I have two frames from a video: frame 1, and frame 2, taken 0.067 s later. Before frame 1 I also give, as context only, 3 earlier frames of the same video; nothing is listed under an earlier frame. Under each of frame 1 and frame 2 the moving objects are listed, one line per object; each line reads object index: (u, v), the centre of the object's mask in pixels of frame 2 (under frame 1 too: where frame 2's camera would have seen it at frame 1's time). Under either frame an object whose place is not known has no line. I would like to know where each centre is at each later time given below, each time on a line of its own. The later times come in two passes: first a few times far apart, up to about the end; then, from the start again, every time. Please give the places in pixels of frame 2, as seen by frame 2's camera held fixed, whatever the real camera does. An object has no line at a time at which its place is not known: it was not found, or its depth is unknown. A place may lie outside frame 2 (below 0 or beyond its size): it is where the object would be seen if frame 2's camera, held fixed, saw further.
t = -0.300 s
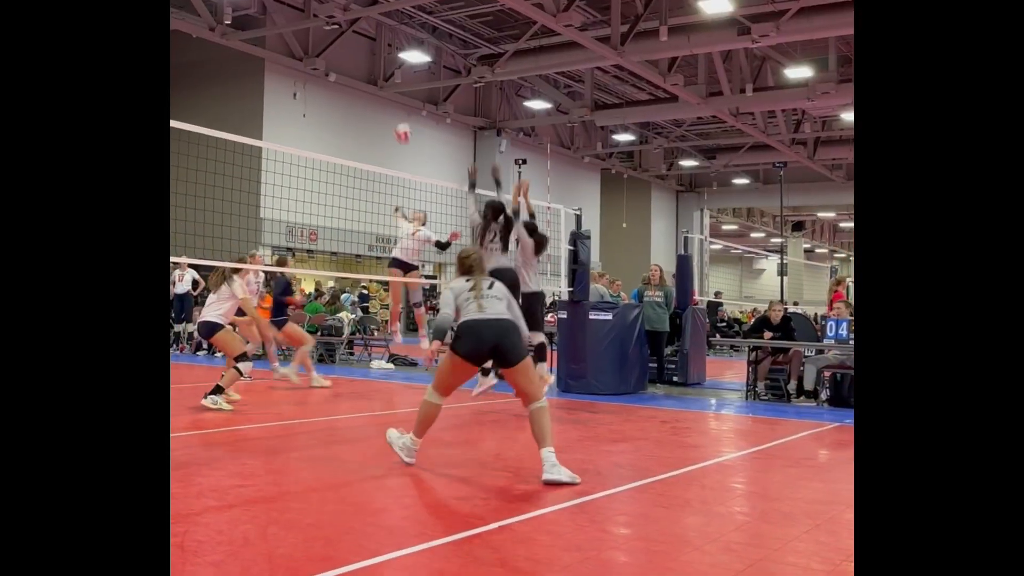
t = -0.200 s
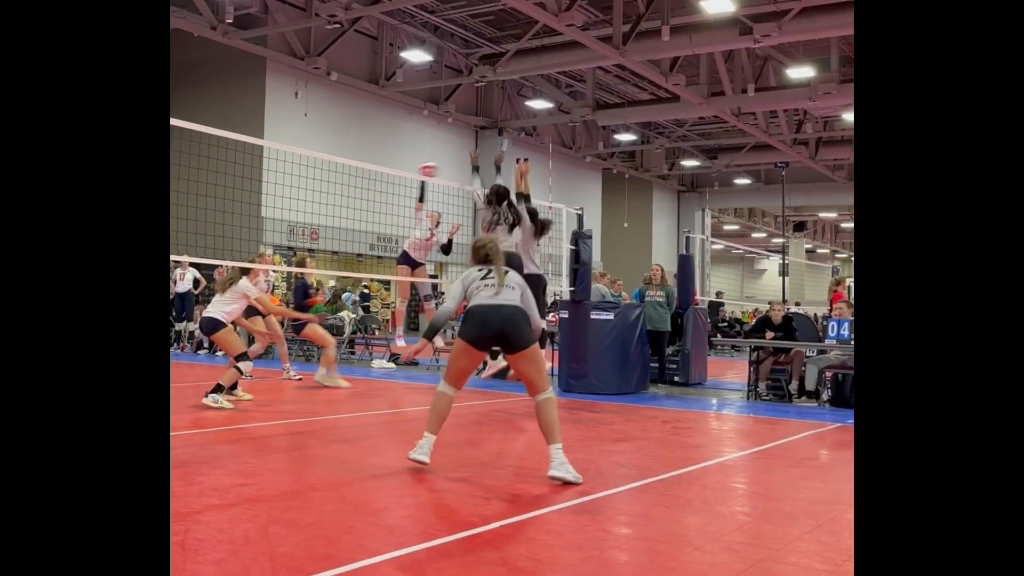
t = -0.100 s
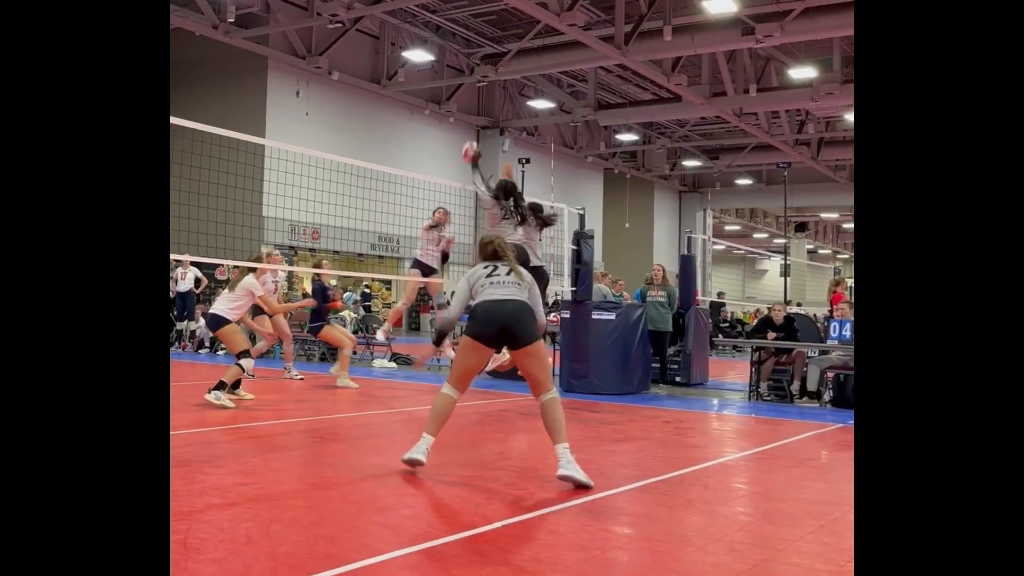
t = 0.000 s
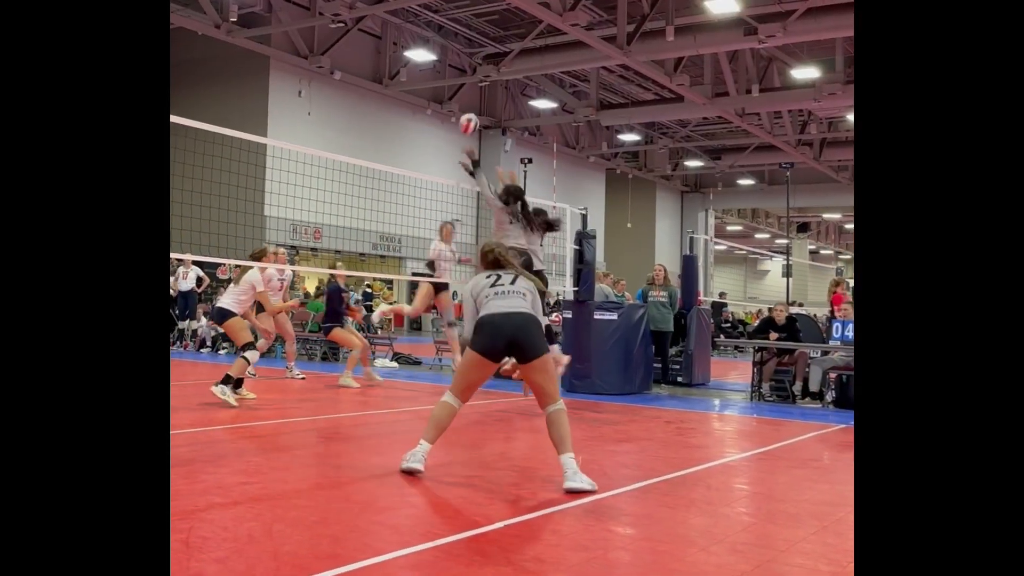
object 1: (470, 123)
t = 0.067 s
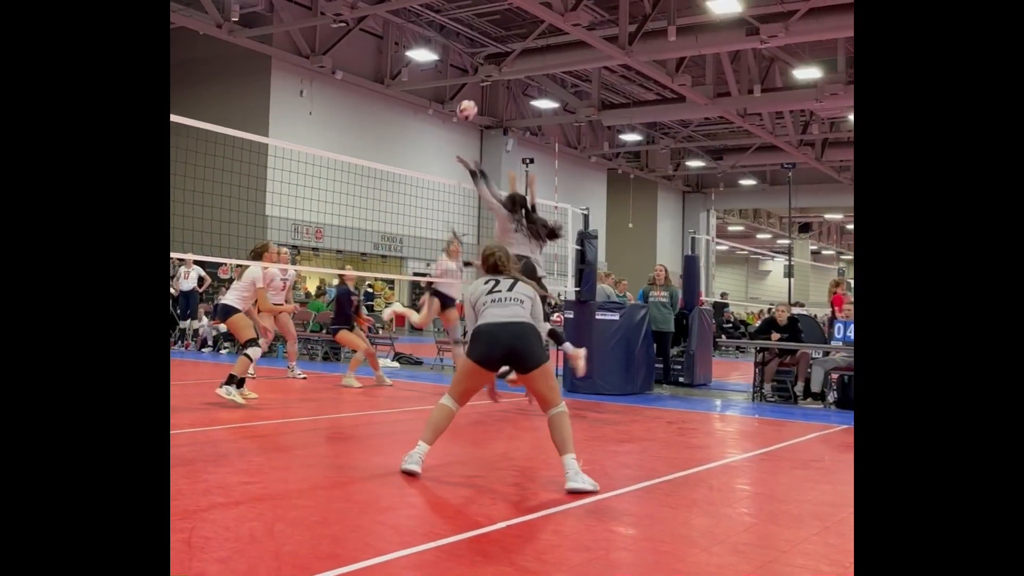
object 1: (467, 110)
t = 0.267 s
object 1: (456, 94)
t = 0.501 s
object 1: (442, 120)
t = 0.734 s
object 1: (426, 193)
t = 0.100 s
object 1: (465, 105)
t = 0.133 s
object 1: (464, 101)
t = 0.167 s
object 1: (462, 98)
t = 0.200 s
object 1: (460, 96)
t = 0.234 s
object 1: (458, 95)
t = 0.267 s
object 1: (456, 94)
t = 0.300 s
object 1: (454, 95)
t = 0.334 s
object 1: (452, 97)
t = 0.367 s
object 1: (450, 100)
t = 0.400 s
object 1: (448, 104)
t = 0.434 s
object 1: (446, 109)
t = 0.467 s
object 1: (444, 114)
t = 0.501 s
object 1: (442, 120)
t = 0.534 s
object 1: (440, 128)
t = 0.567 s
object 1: (437, 136)
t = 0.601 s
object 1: (435, 146)
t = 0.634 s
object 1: (433, 156)
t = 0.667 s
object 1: (431, 167)
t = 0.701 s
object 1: (430, 180)
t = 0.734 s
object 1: (426, 193)
